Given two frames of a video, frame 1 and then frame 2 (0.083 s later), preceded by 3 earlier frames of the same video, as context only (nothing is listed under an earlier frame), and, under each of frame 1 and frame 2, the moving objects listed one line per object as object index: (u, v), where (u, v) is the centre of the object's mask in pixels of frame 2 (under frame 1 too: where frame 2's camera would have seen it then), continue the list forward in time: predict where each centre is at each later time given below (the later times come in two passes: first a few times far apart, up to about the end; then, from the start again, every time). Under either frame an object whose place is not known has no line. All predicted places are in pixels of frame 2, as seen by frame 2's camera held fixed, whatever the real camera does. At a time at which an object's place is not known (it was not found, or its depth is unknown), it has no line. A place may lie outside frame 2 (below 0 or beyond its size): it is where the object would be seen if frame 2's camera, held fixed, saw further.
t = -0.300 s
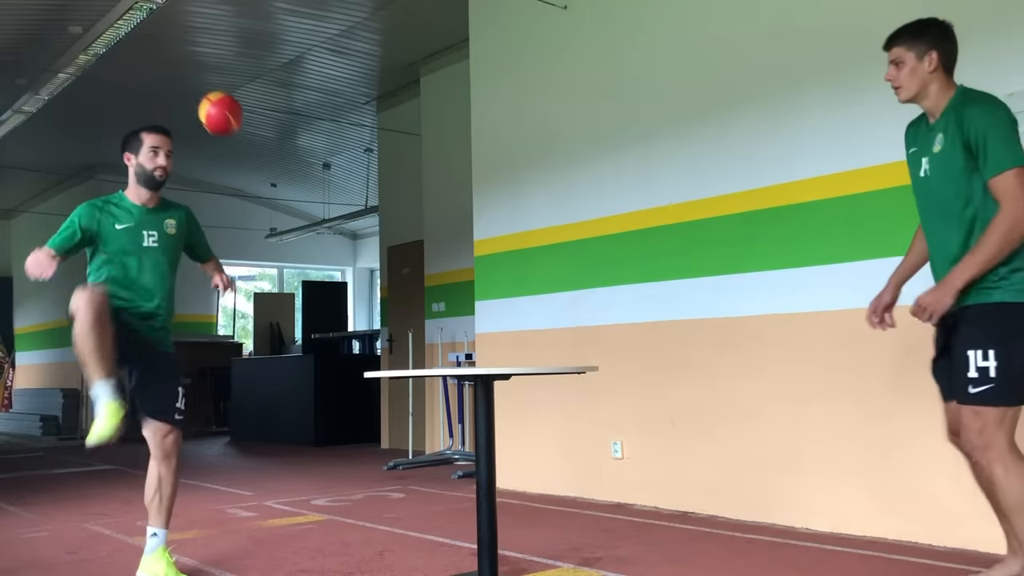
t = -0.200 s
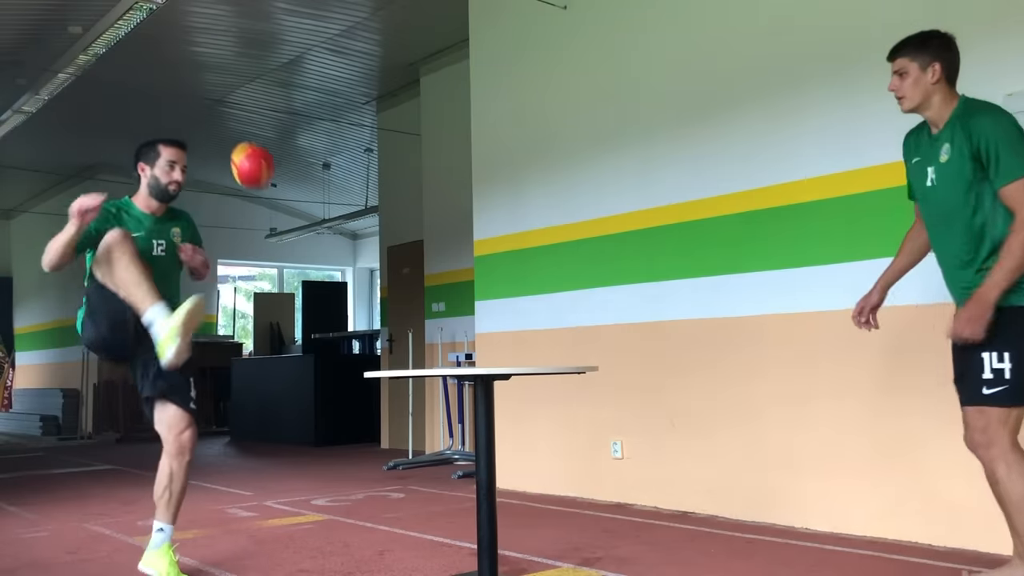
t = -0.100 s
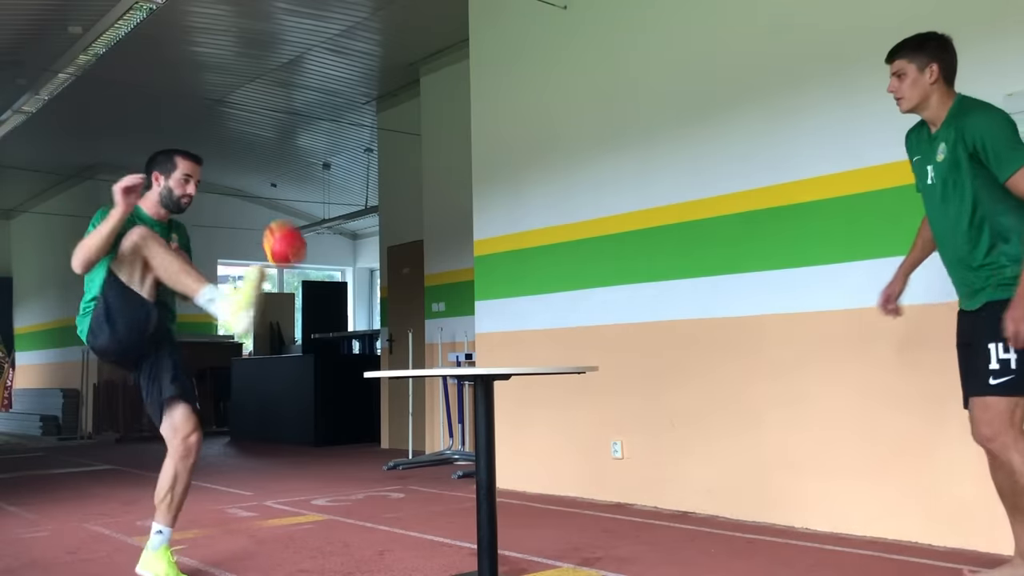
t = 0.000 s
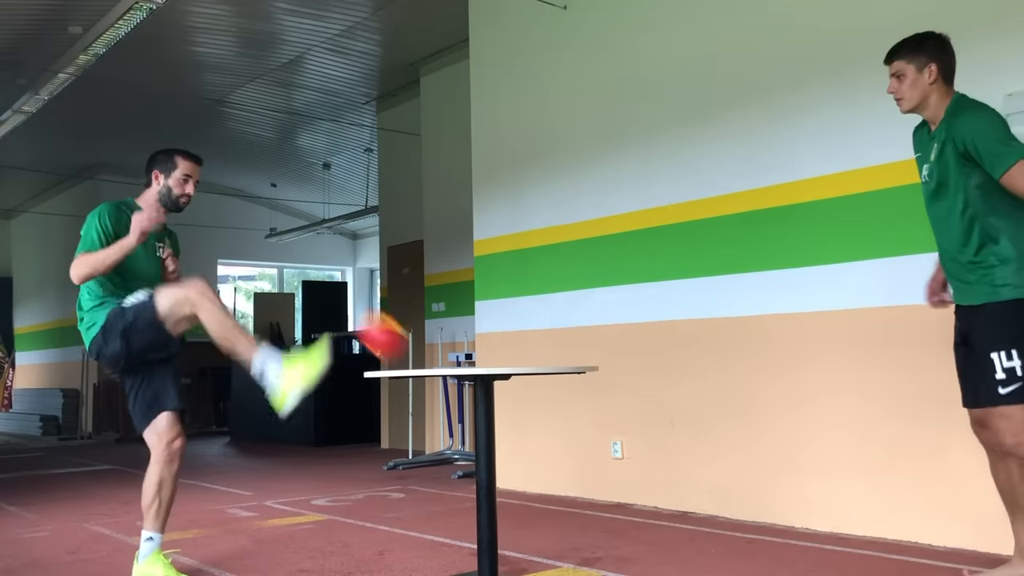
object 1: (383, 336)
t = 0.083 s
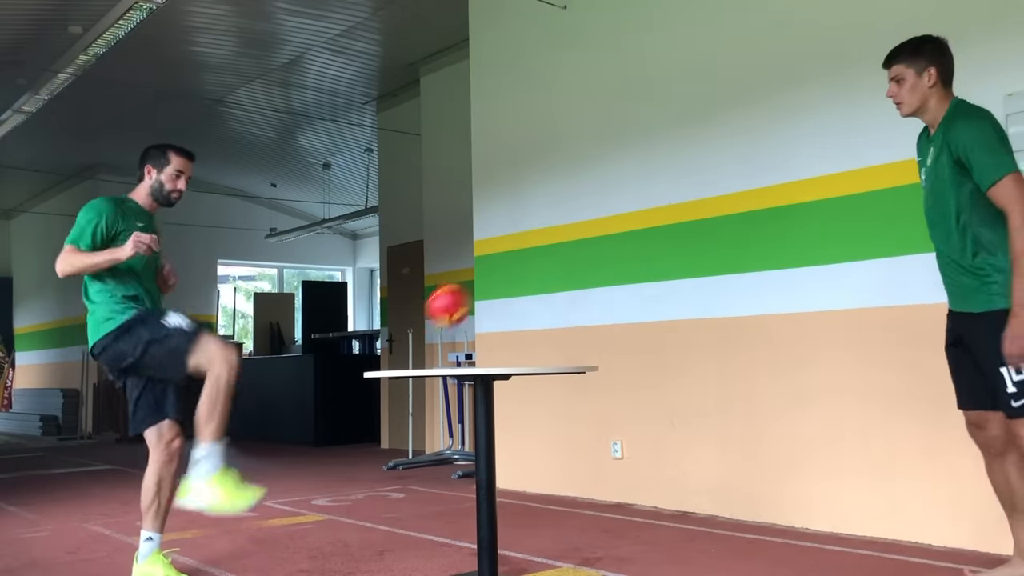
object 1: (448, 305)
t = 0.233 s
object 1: (554, 233)
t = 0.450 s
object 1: (716, 243)
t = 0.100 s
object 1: (458, 295)
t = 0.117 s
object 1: (470, 283)
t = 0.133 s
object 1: (482, 274)
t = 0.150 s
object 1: (495, 265)
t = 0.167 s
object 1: (505, 257)
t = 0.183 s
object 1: (517, 250)
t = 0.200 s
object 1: (530, 244)
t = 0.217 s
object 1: (542, 238)
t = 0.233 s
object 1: (554, 233)
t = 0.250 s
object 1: (566, 229)
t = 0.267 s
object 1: (578, 226)
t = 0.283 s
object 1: (591, 222)
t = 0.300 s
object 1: (602, 220)
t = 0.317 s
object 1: (614, 220)
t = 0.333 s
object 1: (628, 220)
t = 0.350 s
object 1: (639, 220)
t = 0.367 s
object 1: (653, 221)
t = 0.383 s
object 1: (665, 224)
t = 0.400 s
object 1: (678, 227)
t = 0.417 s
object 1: (691, 232)
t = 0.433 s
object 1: (703, 236)
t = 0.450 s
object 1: (716, 243)
